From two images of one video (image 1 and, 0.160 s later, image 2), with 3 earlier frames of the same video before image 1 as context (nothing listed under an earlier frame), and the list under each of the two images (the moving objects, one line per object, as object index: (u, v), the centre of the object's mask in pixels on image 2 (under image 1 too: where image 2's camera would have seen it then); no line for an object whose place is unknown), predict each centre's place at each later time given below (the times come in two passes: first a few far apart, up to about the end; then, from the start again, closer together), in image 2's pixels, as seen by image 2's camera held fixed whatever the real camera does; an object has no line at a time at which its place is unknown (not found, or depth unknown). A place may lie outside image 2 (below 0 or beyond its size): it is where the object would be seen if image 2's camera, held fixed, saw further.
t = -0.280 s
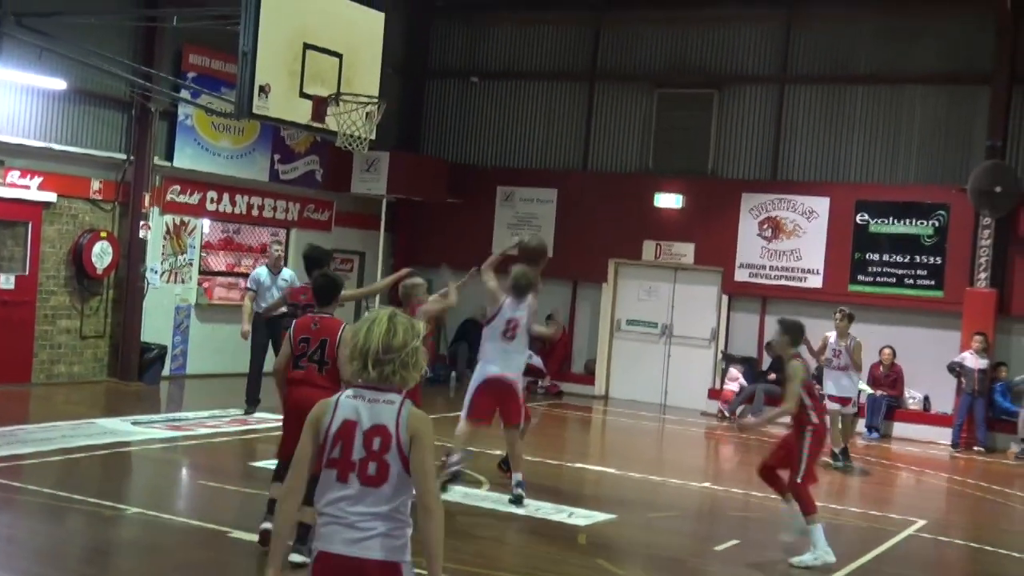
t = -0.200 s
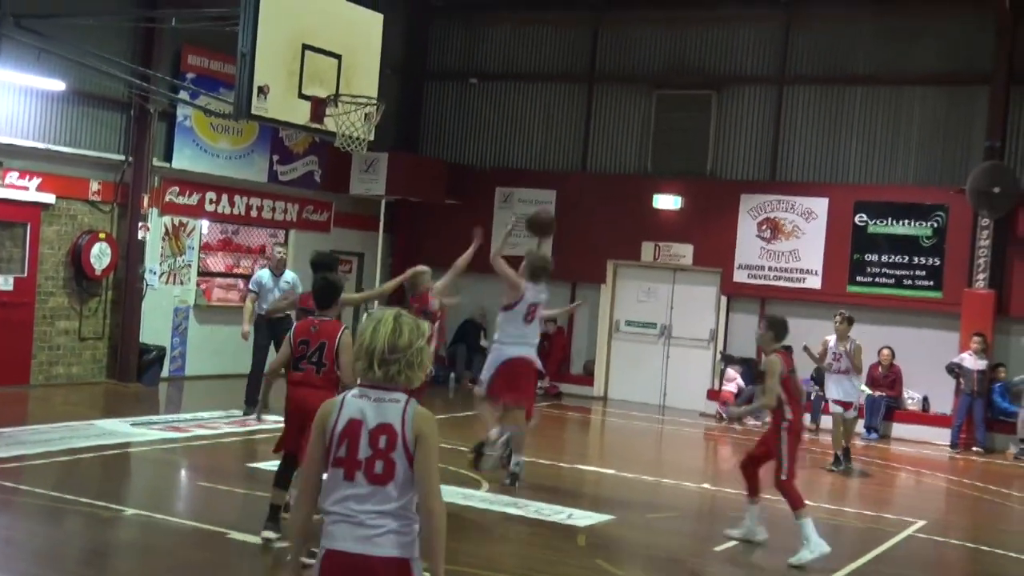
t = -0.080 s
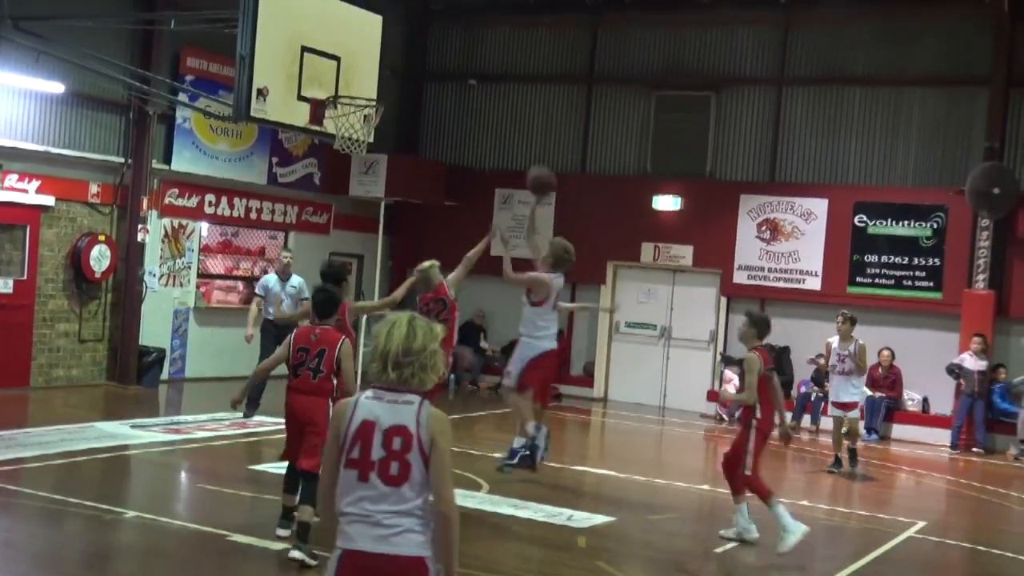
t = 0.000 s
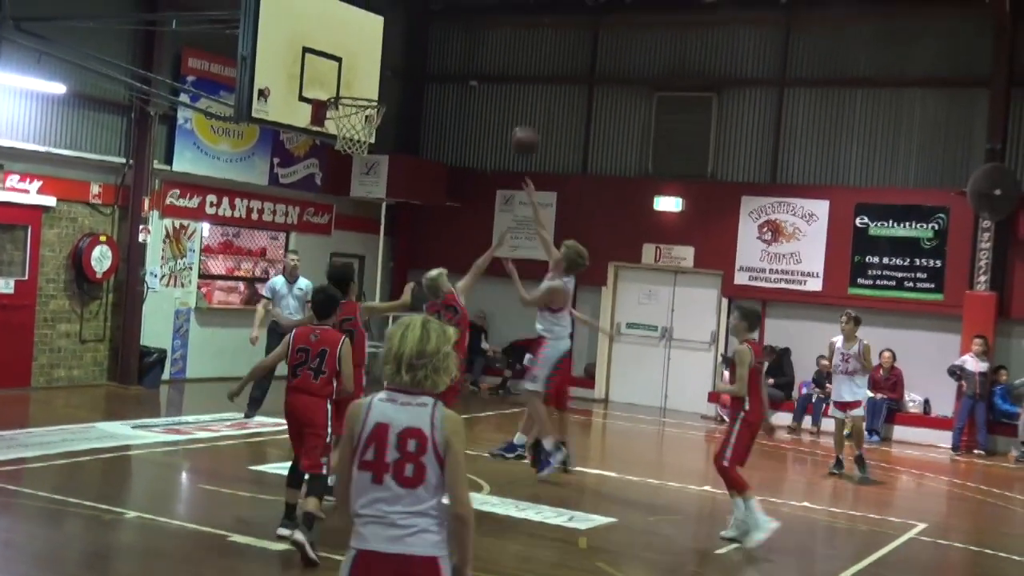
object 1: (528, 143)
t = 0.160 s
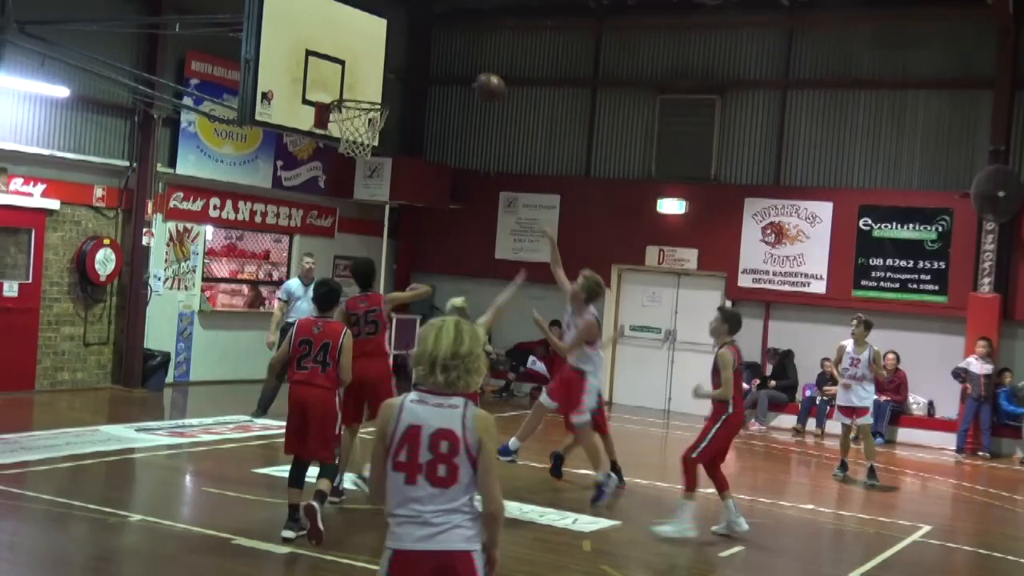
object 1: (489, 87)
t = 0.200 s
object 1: (479, 78)
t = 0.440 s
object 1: (419, 67)
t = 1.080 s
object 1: (344, 118)
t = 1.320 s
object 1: (351, 142)
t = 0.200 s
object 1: (479, 78)
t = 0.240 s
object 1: (470, 72)
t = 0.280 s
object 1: (460, 68)
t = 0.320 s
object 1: (449, 65)
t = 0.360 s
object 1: (439, 64)
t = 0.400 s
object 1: (429, 64)
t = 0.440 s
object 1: (419, 67)
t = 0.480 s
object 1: (406, 72)
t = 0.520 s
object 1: (398, 77)
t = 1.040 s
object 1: (348, 111)
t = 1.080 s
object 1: (344, 118)
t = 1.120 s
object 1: (343, 124)
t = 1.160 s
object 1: (343, 126)
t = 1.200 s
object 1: (342, 132)
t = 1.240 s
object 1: (344, 135)
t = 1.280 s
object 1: (347, 139)
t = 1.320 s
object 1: (351, 142)
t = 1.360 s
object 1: (352, 148)
